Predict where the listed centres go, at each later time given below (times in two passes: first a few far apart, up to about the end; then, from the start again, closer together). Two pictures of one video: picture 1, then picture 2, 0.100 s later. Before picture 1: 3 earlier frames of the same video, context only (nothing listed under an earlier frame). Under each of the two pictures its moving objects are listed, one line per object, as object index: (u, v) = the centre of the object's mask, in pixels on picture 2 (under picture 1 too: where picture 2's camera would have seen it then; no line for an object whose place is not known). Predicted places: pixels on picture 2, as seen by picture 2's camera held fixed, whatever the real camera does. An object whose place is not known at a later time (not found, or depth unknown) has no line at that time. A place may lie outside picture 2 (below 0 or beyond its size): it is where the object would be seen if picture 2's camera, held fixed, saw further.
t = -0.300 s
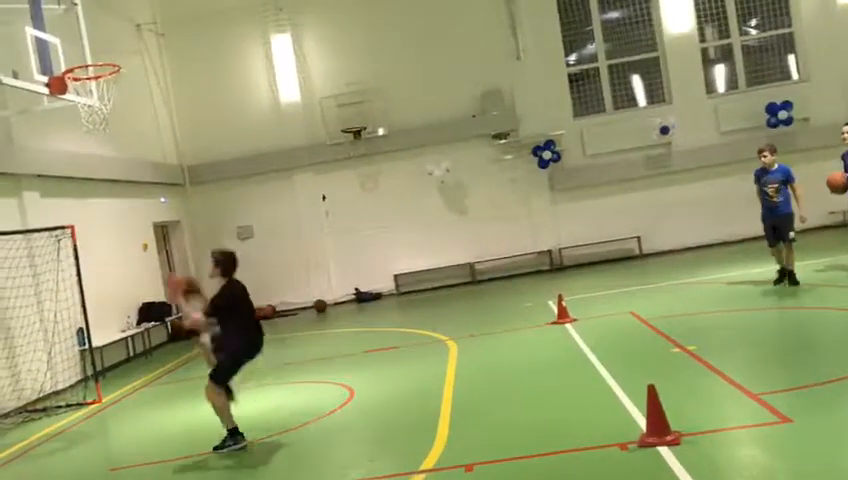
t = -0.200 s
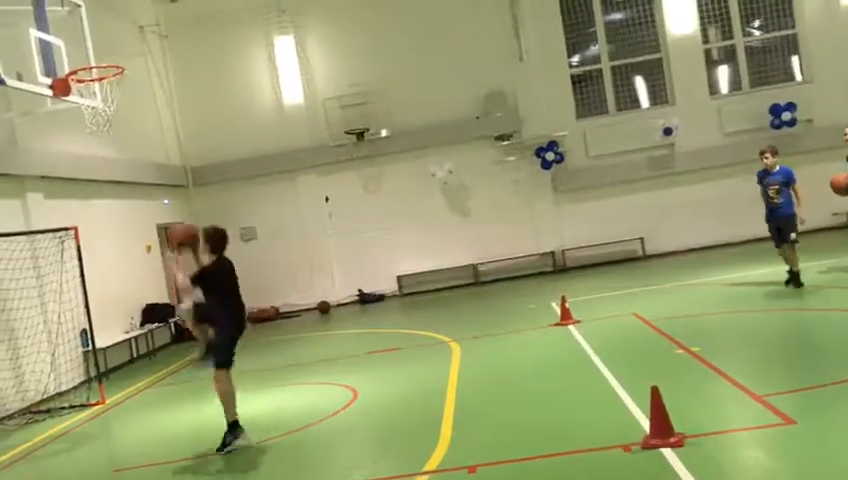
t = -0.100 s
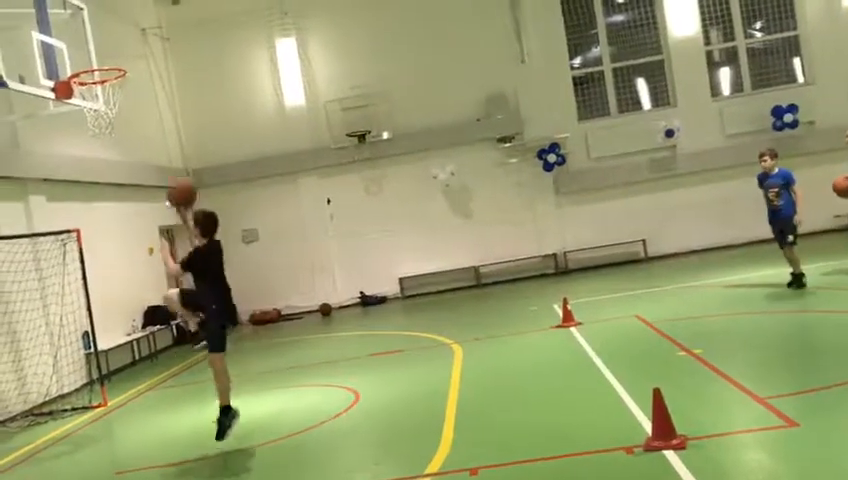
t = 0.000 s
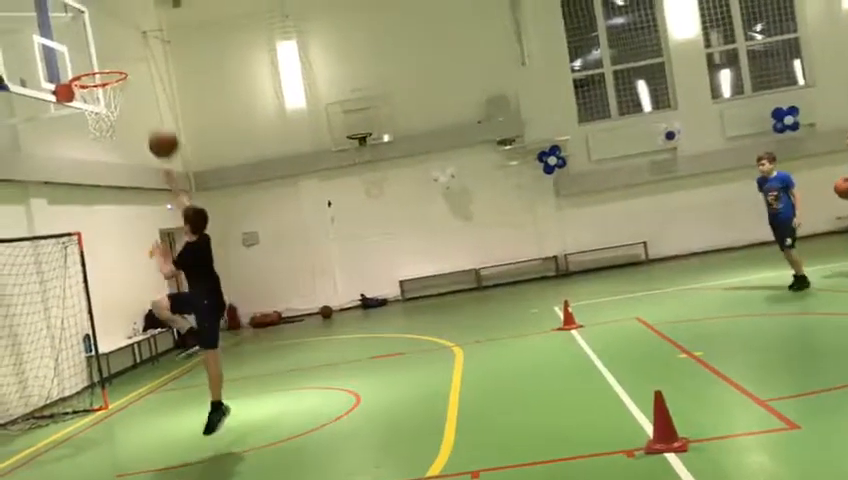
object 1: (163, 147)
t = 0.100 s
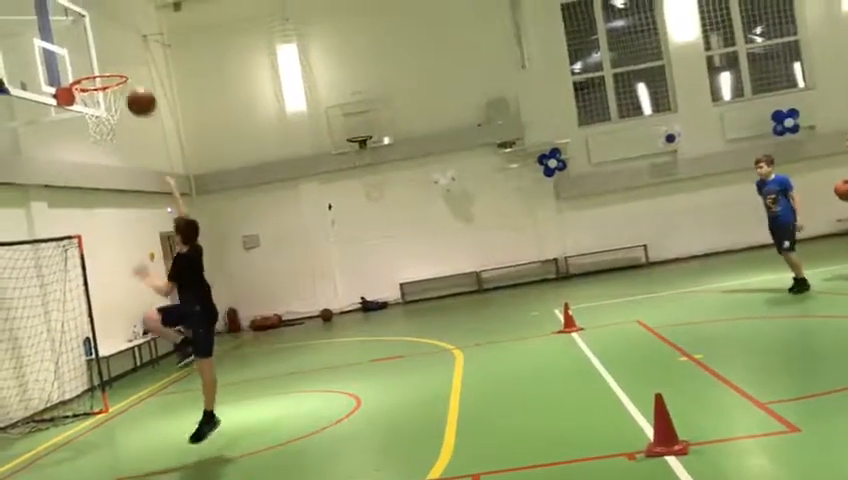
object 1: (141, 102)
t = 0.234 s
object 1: (116, 63)
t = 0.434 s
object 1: (87, 47)
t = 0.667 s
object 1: (75, 73)
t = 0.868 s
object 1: (104, 63)
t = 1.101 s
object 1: (114, 62)
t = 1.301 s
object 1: (108, 64)
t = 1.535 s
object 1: (92, 80)
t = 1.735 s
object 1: (89, 123)
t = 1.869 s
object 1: (95, 163)
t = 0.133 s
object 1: (134, 91)
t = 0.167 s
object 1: (127, 80)
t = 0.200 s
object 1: (121, 71)
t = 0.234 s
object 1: (116, 63)
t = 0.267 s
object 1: (110, 57)
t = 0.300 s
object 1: (106, 53)
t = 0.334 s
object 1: (100, 50)
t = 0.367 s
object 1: (95, 47)
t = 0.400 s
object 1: (91, 47)
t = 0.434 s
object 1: (87, 47)
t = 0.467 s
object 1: (83, 48)
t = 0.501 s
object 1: (80, 50)
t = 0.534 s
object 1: (76, 54)
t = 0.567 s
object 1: (74, 59)
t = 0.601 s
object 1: (70, 66)
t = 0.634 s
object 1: (69, 72)
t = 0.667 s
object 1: (75, 73)
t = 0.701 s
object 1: (79, 68)
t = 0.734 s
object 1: (84, 65)
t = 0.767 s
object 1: (88, 63)
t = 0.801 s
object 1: (93, 62)
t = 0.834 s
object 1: (98, 62)
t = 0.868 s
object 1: (104, 63)
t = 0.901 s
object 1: (110, 64)
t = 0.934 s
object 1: (115, 69)
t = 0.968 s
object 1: (116, 66)
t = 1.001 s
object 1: (115, 63)
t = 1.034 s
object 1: (115, 62)
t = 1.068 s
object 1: (115, 61)
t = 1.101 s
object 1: (114, 62)
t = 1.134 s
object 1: (114, 64)
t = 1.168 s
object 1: (114, 64)
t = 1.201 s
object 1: (113, 64)
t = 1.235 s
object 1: (112, 64)
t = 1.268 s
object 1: (110, 64)
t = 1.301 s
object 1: (108, 64)
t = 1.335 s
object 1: (106, 65)
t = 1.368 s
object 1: (104, 66)
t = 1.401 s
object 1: (101, 67)
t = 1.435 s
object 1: (99, 68)
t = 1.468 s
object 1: (97, 71)
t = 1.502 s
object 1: (94, 74)
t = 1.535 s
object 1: (92, 80)
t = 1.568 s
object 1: (92, 83)
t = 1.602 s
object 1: (90, 90)
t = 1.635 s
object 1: (88, 96)
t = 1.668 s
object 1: (88, 104)
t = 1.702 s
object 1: (89, 115)
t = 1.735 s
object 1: (89, 123)
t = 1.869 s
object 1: (95, 163)
